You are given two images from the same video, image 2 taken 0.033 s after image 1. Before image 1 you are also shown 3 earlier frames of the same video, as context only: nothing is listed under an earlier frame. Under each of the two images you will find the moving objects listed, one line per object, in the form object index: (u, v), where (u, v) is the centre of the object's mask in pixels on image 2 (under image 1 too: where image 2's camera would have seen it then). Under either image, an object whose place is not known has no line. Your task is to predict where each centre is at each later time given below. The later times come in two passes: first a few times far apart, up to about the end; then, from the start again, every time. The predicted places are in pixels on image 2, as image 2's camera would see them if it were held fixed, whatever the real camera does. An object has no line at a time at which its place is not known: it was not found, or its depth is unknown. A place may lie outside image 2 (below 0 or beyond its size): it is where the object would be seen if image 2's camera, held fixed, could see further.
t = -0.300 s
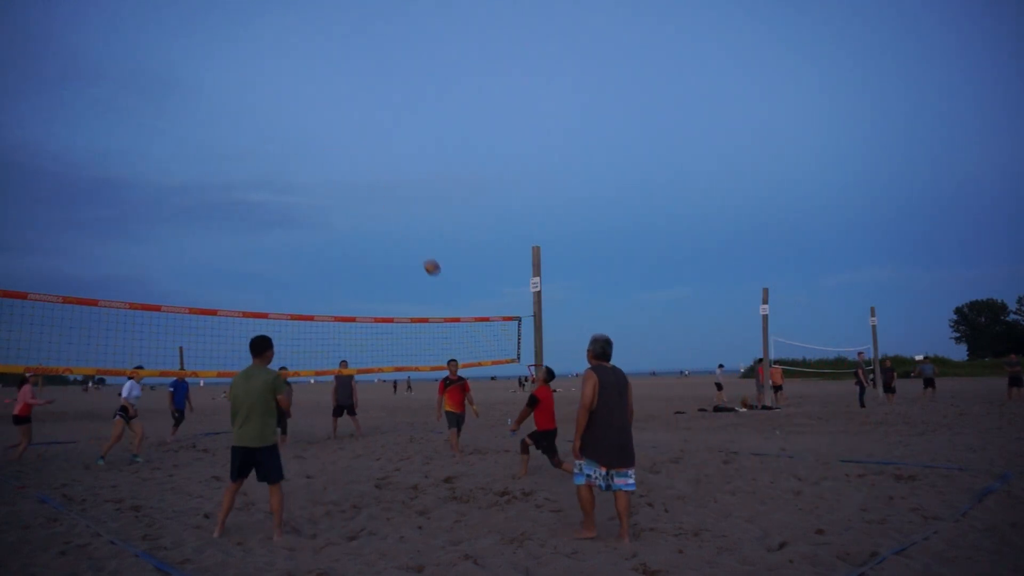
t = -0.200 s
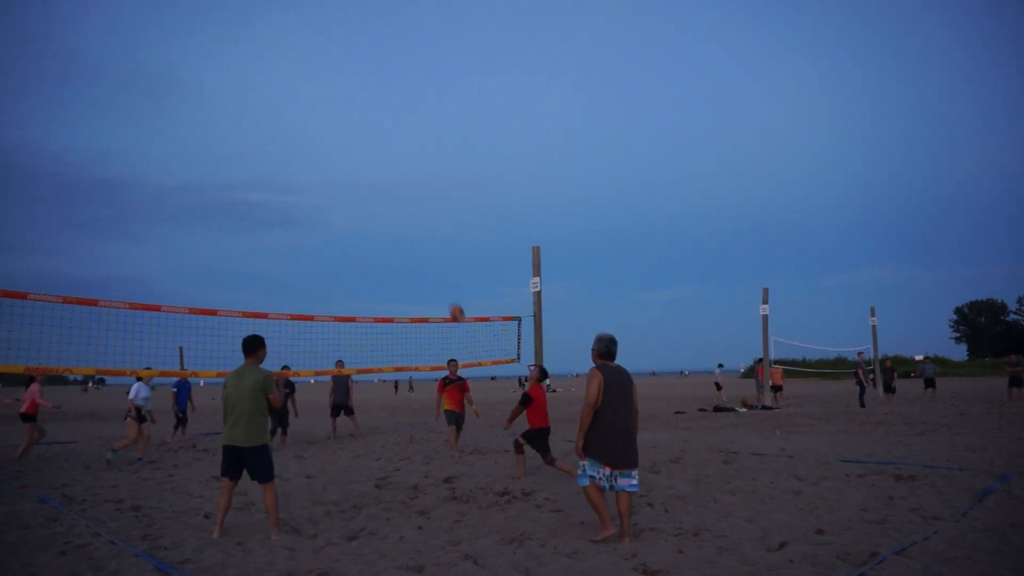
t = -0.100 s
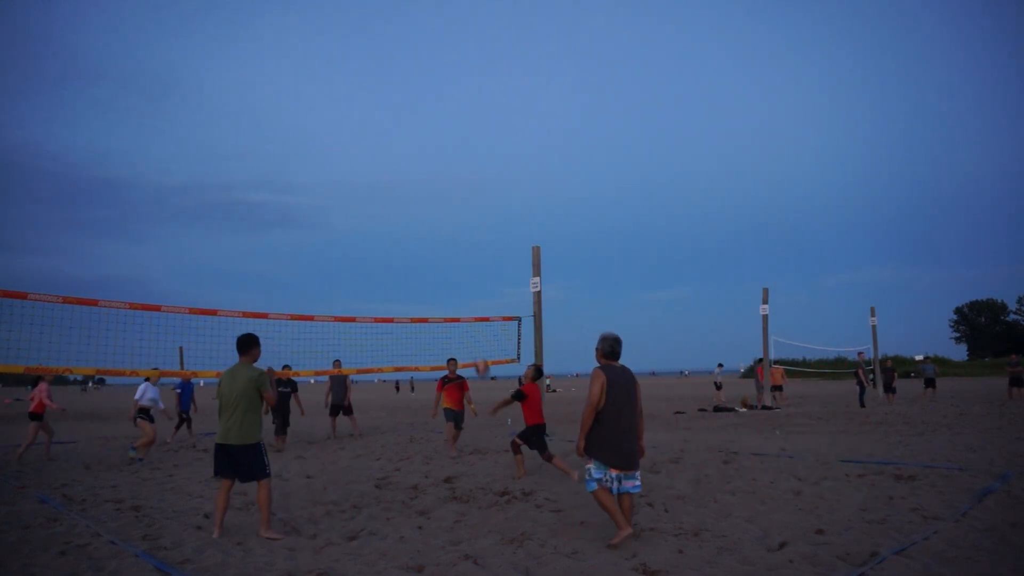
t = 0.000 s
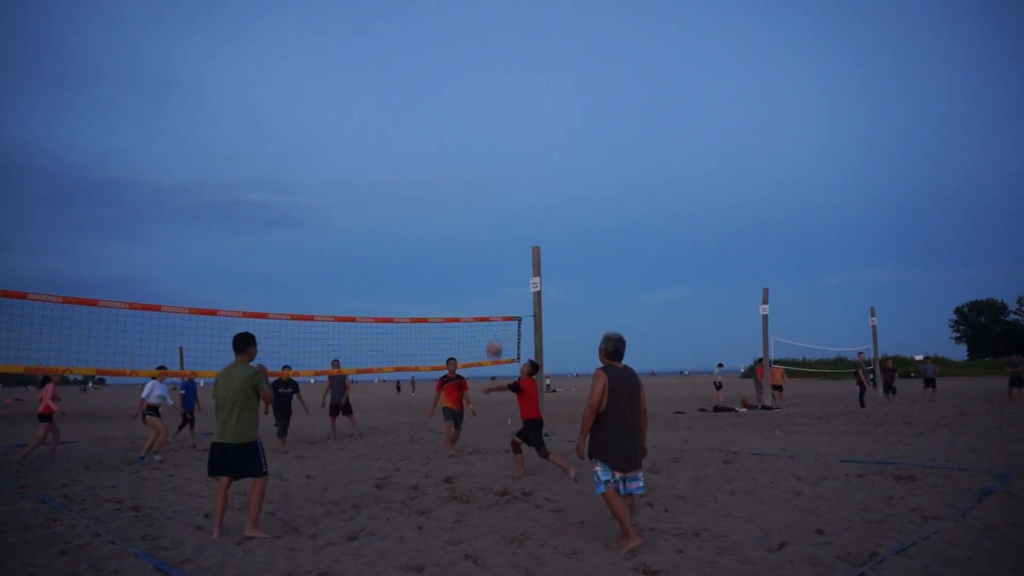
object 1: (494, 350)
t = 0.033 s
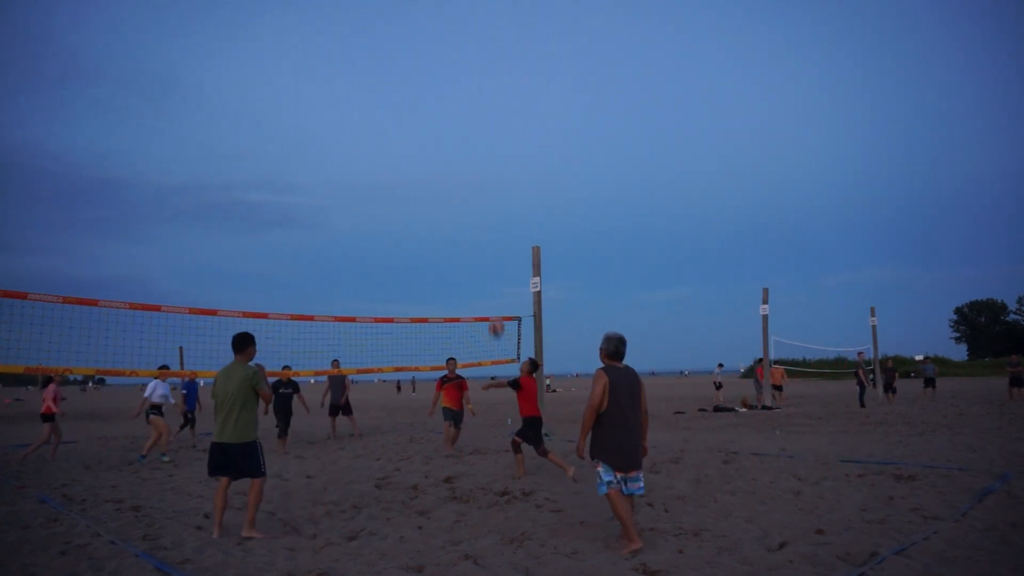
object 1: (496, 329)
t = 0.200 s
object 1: (505, 231)
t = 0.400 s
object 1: (515, 140)
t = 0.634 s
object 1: (530, 67)
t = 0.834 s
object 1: (545, 33)
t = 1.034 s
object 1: (561, 25)
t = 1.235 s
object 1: (580, 46)
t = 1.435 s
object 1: (600, 97)
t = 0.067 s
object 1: (498, 307)
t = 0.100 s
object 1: (499, 287)
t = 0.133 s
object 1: (501, 267)
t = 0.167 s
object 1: (503, 248)
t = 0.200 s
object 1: (505, 231)
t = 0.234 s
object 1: (506, 214)
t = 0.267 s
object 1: (507, 198)
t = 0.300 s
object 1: (510, 181)
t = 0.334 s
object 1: (512, 166)
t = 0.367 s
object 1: (514, 153)
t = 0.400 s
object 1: (515, 140)
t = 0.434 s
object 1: (517, 127)
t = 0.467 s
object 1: (519, 115)
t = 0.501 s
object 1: (522, 105)
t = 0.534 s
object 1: (523, 94)
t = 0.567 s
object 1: (526, 84)
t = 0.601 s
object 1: (528, 75)
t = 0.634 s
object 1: (530, 67)
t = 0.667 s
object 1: (533, 60)
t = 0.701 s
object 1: (535, 53)
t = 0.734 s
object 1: (537, 48)
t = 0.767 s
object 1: (540, 42)
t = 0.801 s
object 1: (542, 37)
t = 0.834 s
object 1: (545, 33)
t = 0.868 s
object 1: (547, 30)
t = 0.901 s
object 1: (550, 28)
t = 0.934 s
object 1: (552, 26)
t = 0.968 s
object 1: (556, 25)
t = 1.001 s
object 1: (558, 25)
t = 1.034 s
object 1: (561, 25)
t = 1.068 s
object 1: (564, 27)
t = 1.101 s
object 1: (567, 29)
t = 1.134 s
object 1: (570, 31)
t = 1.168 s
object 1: (573, 36)
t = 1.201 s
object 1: (576, 40)
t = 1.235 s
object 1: (580, 46)
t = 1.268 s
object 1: (583, 52)
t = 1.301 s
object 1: (586, 59)
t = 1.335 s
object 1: (589, 67)
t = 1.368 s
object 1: (593, 76)
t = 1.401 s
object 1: (596, 86)
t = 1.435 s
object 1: (600, 97)
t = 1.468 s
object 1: (604, 109)
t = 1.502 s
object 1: (607, 122)
